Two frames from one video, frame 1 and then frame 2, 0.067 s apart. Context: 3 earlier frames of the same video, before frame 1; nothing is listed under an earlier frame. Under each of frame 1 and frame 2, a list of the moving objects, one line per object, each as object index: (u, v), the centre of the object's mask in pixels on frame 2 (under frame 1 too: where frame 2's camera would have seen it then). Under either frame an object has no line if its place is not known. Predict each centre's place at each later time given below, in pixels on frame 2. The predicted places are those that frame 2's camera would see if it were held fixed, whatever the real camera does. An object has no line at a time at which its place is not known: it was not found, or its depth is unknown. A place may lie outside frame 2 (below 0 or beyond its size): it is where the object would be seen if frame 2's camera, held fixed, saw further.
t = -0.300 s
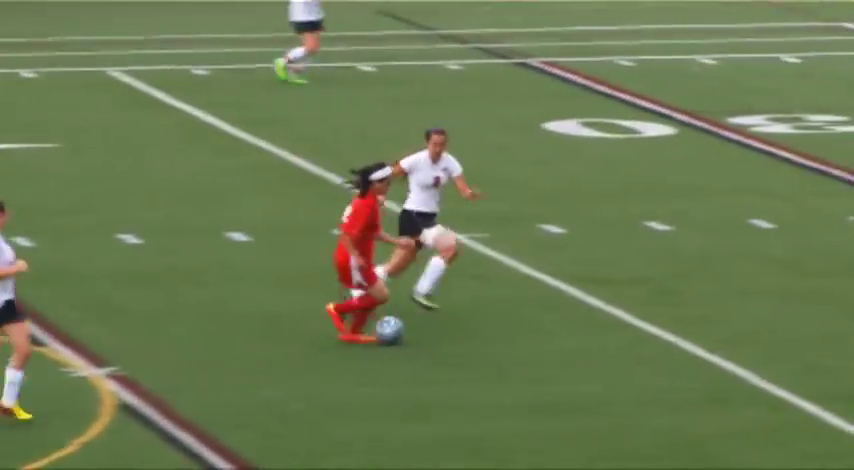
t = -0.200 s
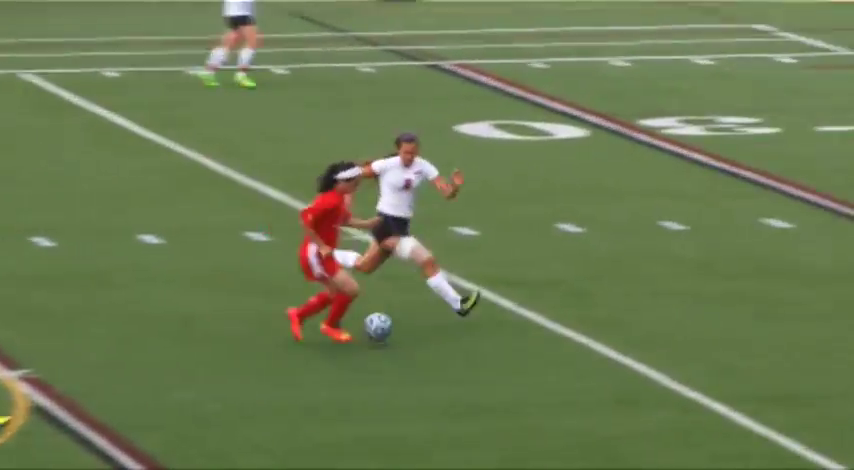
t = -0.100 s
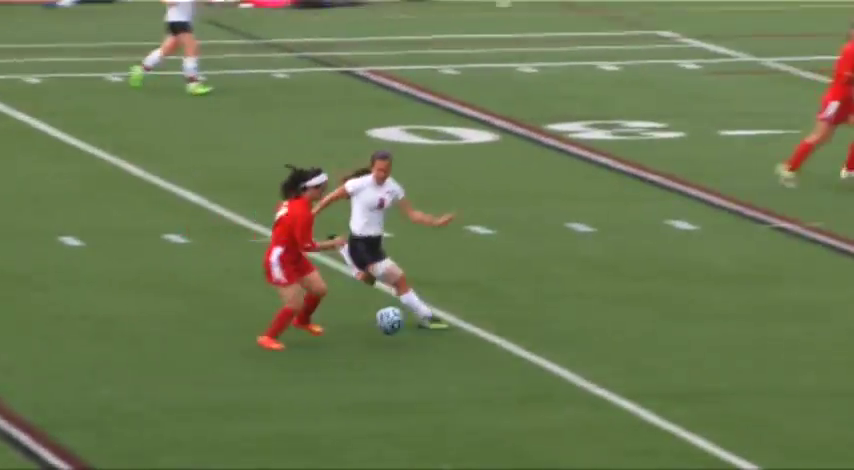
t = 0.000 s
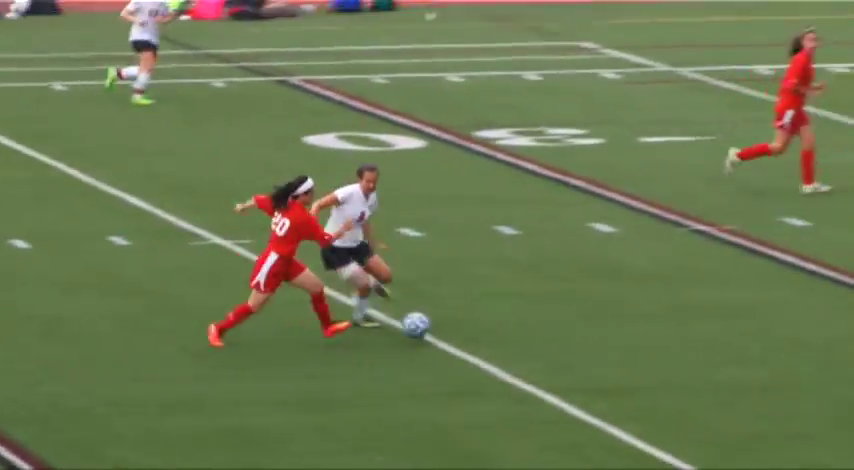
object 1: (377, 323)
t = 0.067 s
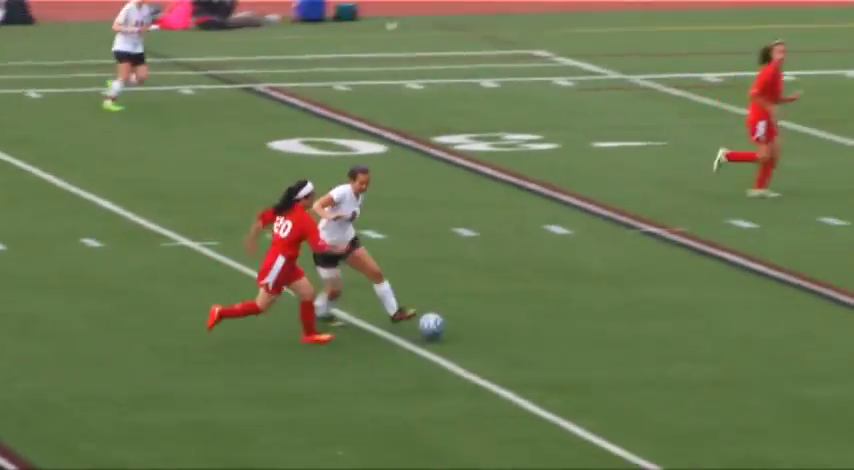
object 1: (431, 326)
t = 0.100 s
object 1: (453, 321)
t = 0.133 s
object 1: (476, 317)
